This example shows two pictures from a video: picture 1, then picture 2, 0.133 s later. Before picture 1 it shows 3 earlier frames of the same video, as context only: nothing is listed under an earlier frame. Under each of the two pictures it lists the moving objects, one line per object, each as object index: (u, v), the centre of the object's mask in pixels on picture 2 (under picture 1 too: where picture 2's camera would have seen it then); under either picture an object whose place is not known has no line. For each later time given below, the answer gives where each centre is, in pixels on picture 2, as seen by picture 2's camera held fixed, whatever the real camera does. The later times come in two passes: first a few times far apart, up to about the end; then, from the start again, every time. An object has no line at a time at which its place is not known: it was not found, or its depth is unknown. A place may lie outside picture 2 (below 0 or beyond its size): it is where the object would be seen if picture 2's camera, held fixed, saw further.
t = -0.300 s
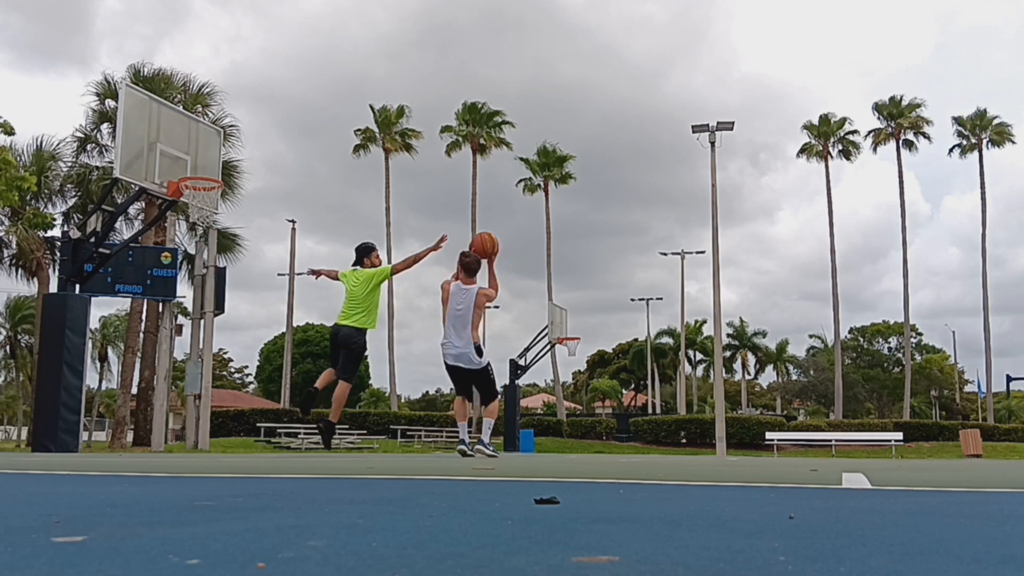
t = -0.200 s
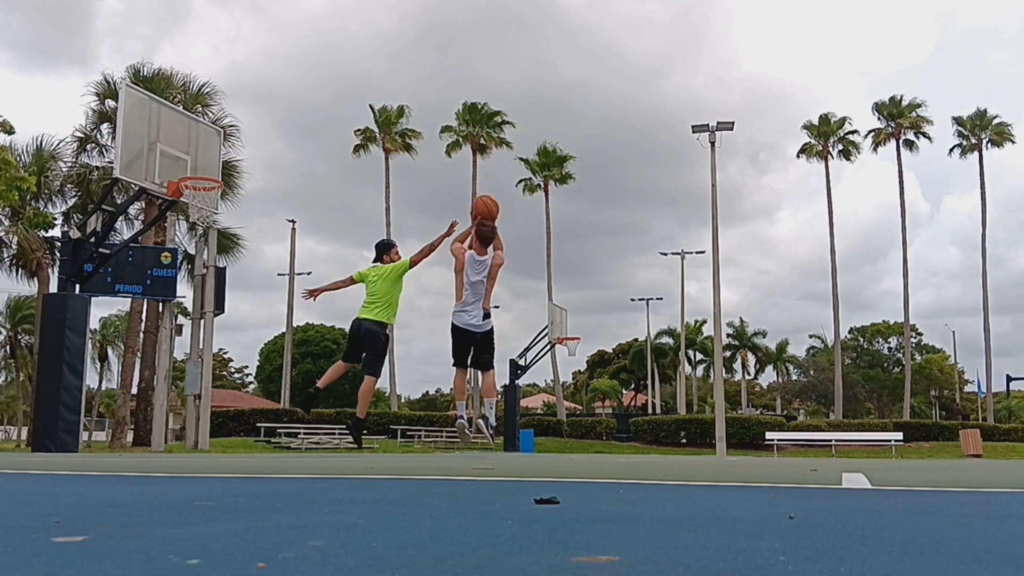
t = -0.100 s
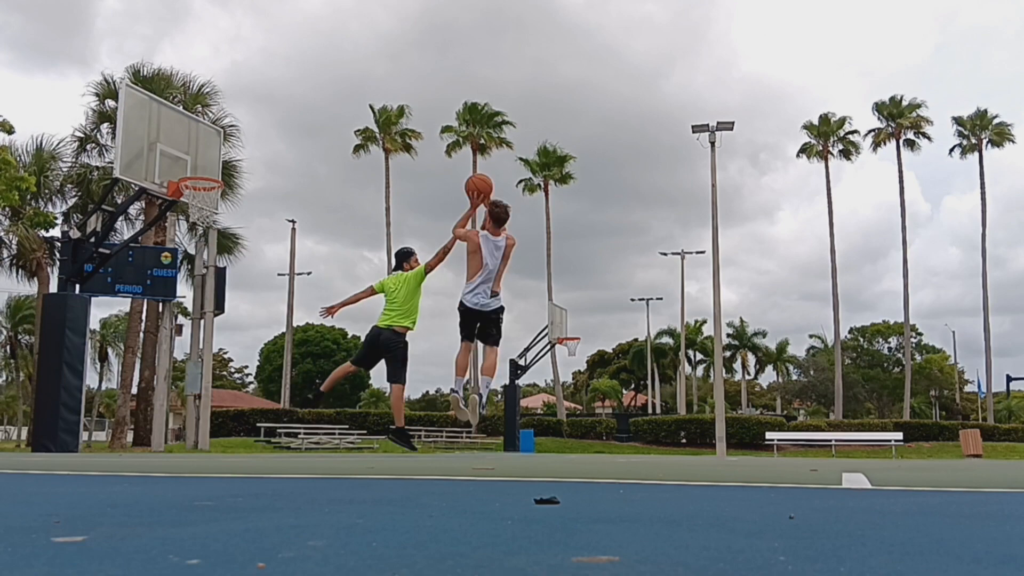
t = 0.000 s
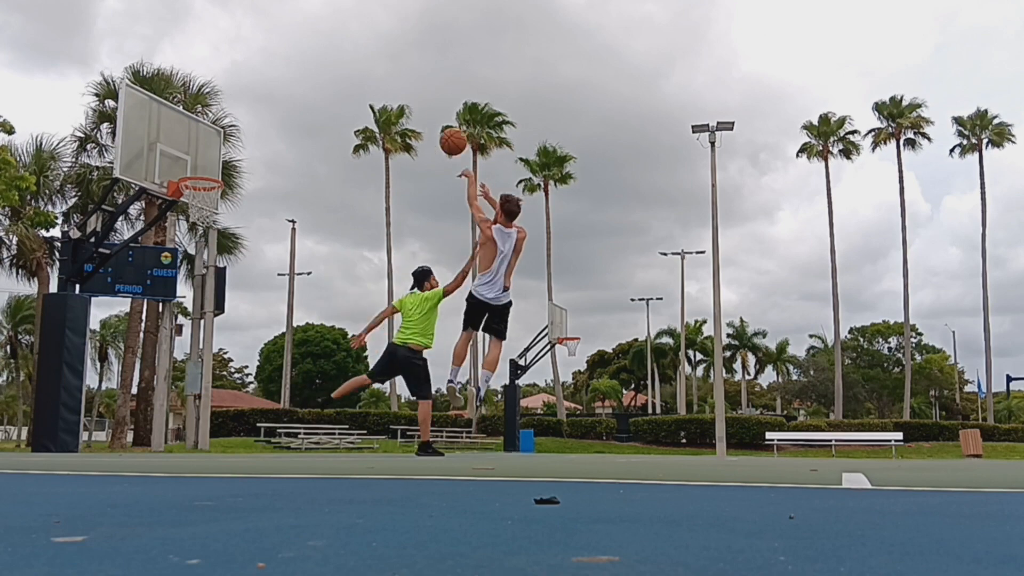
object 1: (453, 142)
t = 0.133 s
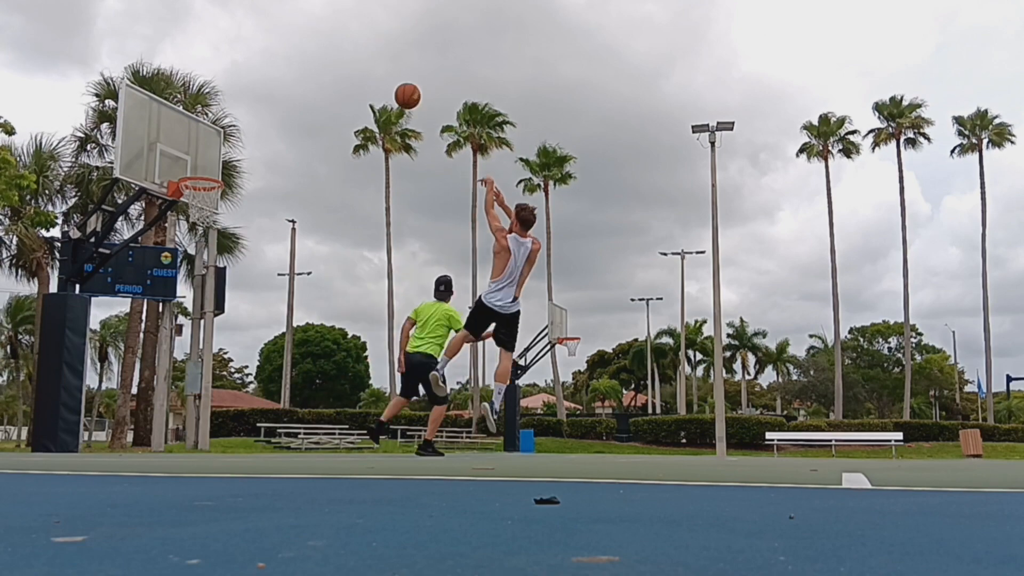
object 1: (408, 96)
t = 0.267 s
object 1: (366, 71)
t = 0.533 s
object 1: (292, 76)
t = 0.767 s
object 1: (236, 130)
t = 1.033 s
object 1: (194, 214)
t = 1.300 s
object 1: (179, 270)
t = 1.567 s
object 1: (161, 398)
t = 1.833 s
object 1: (168, 361)
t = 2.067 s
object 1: (181, 302)
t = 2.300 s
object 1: (193, 291)
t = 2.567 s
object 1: (205, 344)
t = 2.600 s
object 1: (206, 355)
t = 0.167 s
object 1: (397, 88)
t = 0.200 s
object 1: (386, 81)
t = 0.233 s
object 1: (376, 75)
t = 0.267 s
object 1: (366, 71)
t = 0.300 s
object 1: (356, 68)
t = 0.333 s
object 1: (346, 66)
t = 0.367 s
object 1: (337, 65)
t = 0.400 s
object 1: (328, 65)
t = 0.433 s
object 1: (318, 66)
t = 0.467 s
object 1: (309, 68)
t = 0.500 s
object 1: (301, 72)
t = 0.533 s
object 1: (292, 76)
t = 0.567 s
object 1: (284, 81)
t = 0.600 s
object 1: (275, 87)
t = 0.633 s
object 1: (267, 94)
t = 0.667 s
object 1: (259, 102)
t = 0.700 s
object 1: (251, 110)
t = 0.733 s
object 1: (244, 120)
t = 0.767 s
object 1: (236, 130)
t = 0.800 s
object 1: (228, 142)
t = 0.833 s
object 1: (220, 153)
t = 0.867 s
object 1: (213, 166)
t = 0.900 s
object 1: (206, 174)
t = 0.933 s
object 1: (200, 194)
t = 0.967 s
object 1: (197, 200)
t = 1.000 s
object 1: (195, 210)
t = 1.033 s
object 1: (194, 214)
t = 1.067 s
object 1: (191, 217)
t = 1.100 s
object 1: (189, 222)
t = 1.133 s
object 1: (187, 226)
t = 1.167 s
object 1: (185, 233)
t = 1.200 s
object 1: (184, 241)
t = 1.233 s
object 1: (182, 250)
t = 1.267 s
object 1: (180, 259)
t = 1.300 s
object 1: (179, 270)
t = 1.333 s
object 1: (176, 283)
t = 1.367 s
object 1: (174, 296)
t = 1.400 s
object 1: (173, 310)
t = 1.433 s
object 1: (171, 326)
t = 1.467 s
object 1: (167, 342)
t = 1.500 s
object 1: (166, 360)
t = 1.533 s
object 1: (164, 379)
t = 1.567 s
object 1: (161, 398)
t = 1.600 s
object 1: (158, 419)
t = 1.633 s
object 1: (156, 442)
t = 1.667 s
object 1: (158, 432)
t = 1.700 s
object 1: (160, 416)
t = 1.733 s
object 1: (162, 400)
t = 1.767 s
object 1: (164, 386)
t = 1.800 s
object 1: (167, 373)
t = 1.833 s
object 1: (168, 361)
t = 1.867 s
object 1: (170, 349)
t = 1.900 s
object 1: (172, 339)
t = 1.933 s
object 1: (174, 330)
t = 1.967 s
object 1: (177, 321)
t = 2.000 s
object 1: (178, 313)
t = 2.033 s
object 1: (180, 307)
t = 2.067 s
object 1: (181, 302)
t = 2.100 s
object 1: (183, 297)
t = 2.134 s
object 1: (185, 294)
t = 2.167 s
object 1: (187, 291)
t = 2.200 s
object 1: (189, 290)
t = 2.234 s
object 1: (190, 289)
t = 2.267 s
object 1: (192, 290)
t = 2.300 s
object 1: (193, 291)
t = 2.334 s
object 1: (195, 294)
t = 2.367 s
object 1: (196, 298)
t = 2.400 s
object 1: (198, 302)
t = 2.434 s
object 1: (199, 309)
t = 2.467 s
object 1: (201, 316)
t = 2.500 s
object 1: (202, 324)
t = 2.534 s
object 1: (204, 334)
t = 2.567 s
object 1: (205, 344)
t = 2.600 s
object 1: (206, 355)
